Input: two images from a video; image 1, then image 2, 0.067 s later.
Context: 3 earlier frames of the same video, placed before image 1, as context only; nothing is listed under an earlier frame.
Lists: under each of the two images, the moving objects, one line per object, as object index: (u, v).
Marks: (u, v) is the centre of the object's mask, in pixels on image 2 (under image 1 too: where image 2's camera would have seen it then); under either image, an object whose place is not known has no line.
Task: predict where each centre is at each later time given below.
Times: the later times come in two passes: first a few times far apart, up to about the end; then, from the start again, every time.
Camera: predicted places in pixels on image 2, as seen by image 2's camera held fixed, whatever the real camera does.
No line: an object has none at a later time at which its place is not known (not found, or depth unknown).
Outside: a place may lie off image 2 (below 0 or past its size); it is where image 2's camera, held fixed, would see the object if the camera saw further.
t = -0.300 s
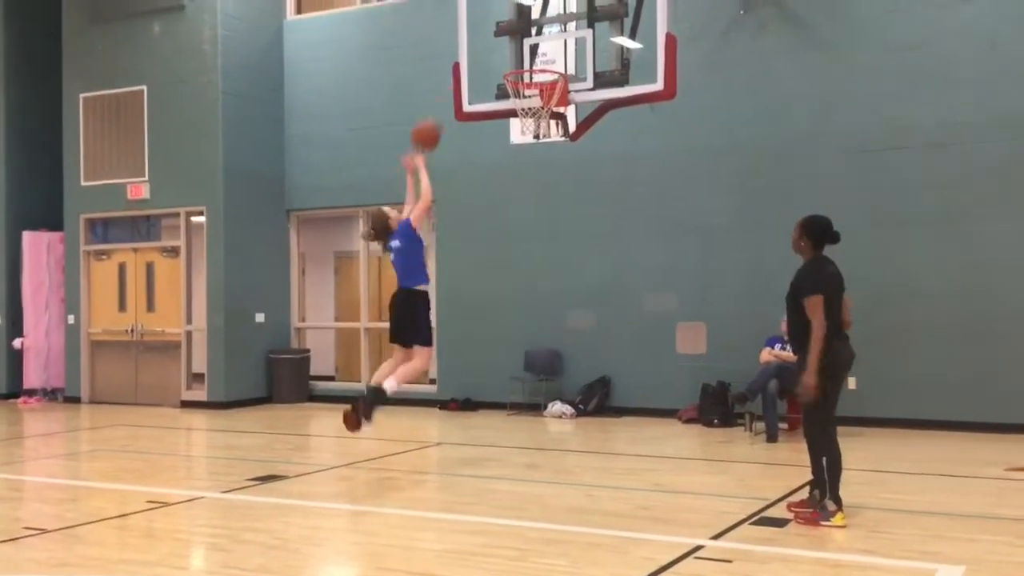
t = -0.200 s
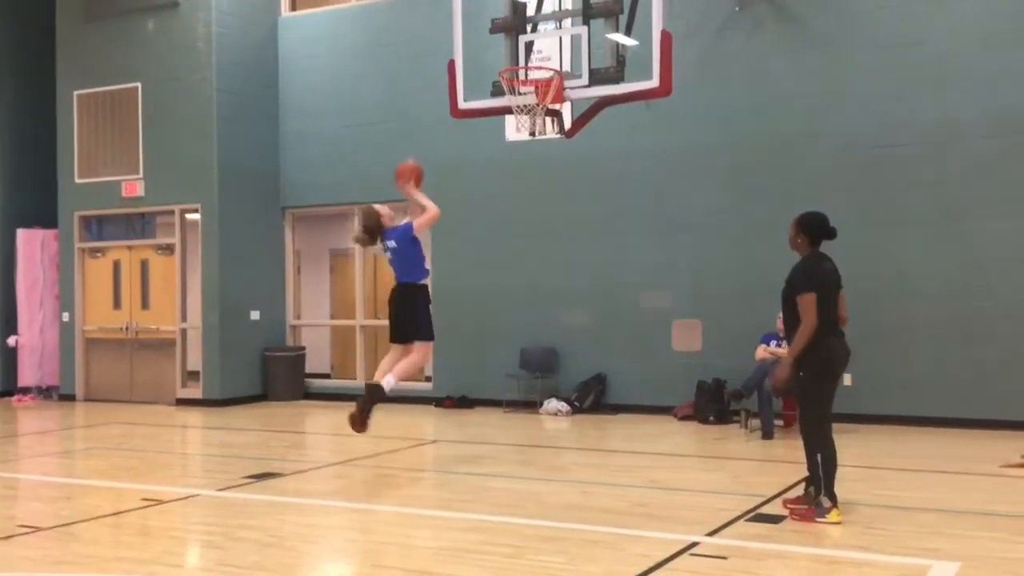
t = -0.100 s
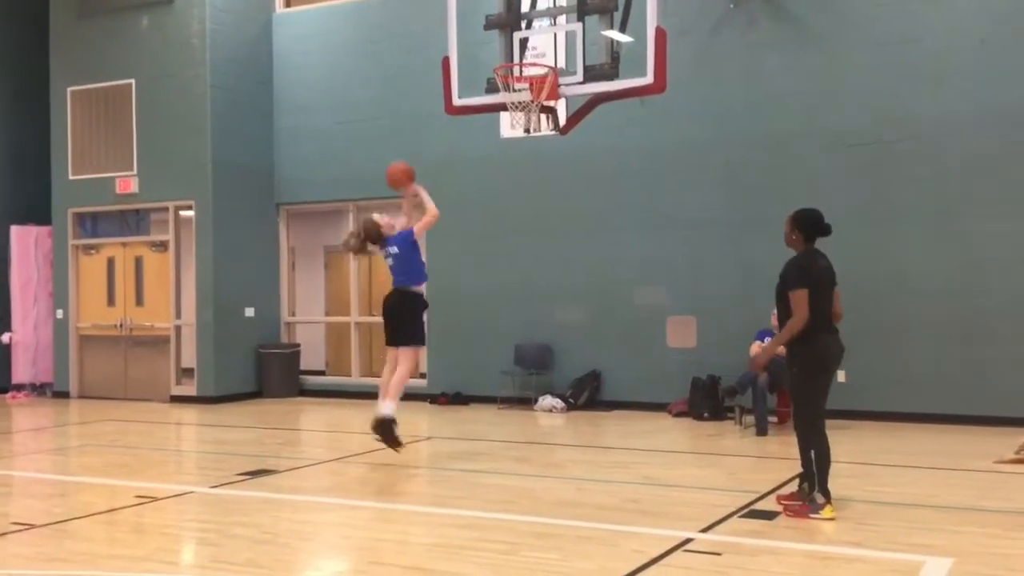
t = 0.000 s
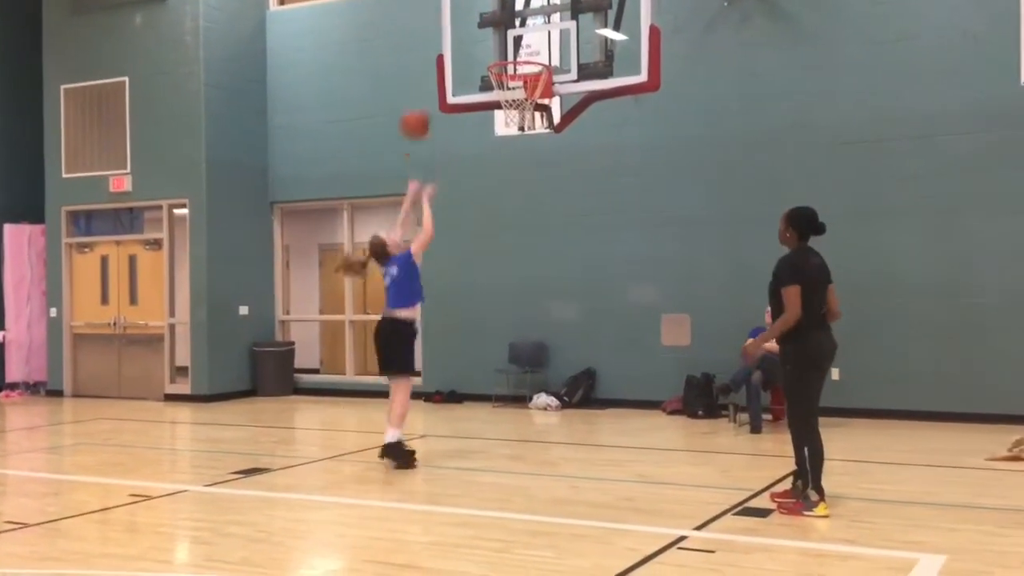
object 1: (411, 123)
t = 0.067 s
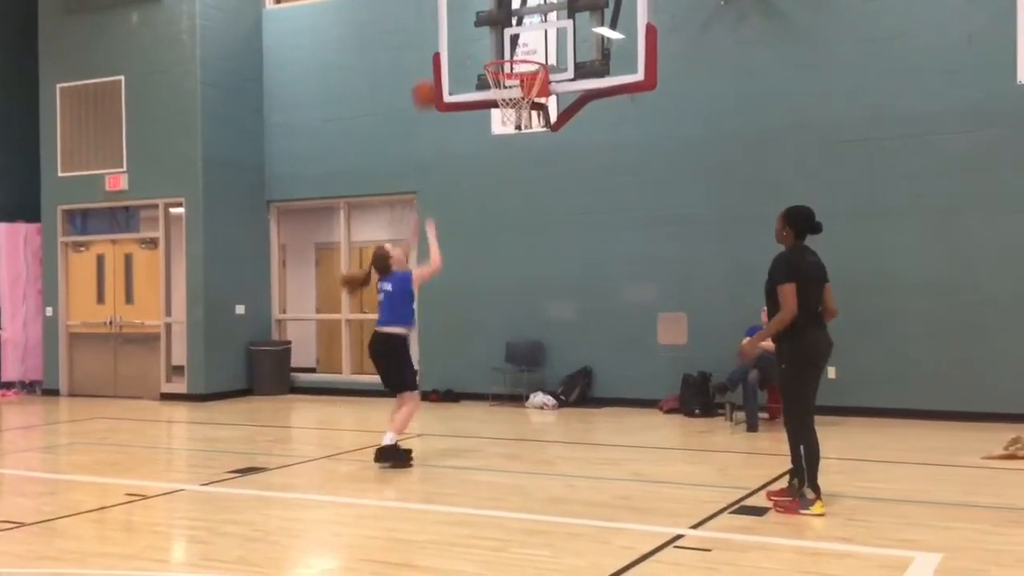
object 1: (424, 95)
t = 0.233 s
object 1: (464, 44)
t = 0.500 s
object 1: (501, 37)
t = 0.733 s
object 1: (519, 108)
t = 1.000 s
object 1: (532, 269)
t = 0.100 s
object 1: (433, 82)
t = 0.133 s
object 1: (442, 70)
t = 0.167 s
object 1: (451, 59)
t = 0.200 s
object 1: (457, 51)
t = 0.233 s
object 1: (464, 44)
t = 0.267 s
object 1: (471, 39)
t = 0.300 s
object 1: (480, 34)
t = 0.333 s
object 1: (487, 31)
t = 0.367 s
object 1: (493, 29)
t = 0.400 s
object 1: (495, 29)
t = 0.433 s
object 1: (497, 31)
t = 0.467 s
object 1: (499, 32)
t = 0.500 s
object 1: (501, 37)
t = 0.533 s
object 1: (504, 45)
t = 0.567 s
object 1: (507, 49)
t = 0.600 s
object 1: (508, 62)
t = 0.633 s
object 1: (513, 73)
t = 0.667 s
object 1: (524, 86)
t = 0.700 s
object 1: (519, 89)
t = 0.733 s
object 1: (519, 108)
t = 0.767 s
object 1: (520, 127)
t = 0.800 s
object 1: (522, 143)
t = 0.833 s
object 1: (524, 159)
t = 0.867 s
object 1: (524, 177)
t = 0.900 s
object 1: (526, 198)
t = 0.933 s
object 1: (528, 220)
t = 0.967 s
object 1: (531, 243)
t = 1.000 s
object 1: (532, 269)
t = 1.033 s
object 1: (534, 296)
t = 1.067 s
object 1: (537, 324)
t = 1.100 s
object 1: (538, 355)
